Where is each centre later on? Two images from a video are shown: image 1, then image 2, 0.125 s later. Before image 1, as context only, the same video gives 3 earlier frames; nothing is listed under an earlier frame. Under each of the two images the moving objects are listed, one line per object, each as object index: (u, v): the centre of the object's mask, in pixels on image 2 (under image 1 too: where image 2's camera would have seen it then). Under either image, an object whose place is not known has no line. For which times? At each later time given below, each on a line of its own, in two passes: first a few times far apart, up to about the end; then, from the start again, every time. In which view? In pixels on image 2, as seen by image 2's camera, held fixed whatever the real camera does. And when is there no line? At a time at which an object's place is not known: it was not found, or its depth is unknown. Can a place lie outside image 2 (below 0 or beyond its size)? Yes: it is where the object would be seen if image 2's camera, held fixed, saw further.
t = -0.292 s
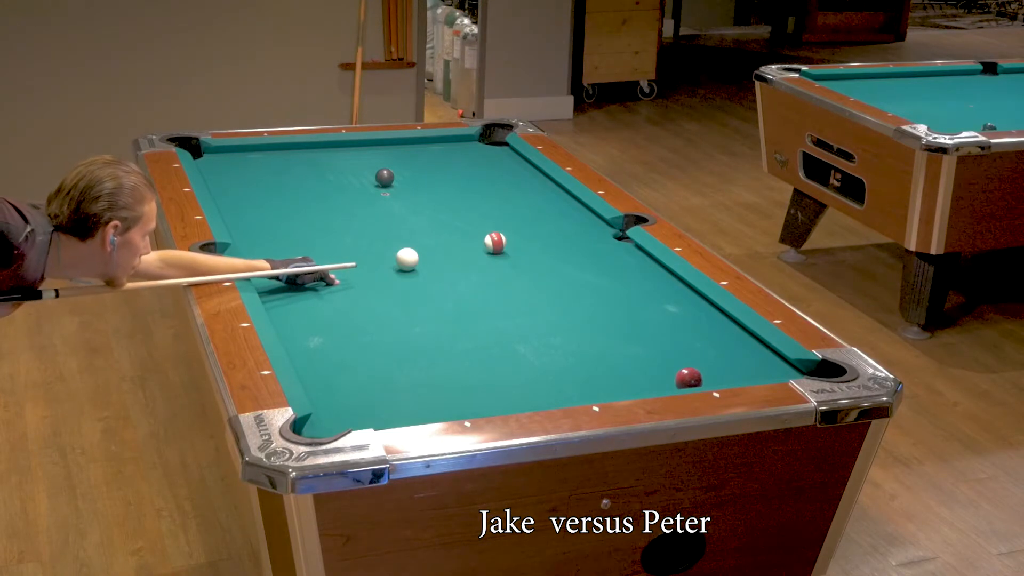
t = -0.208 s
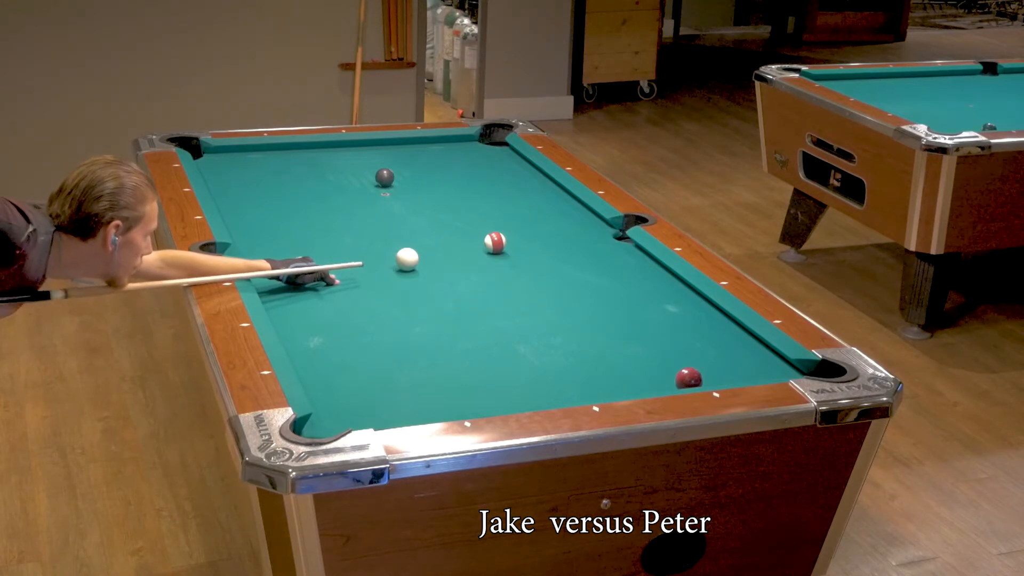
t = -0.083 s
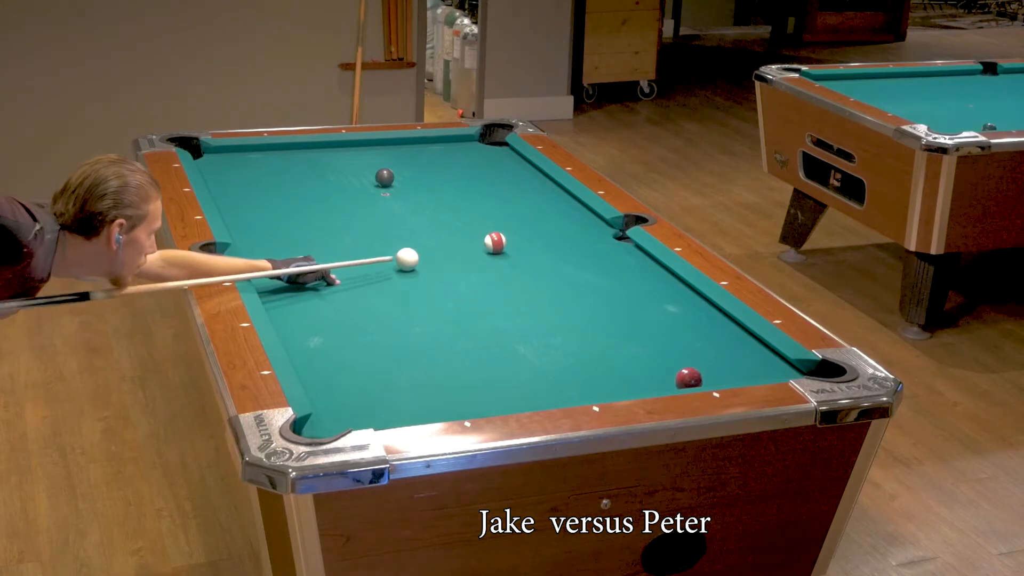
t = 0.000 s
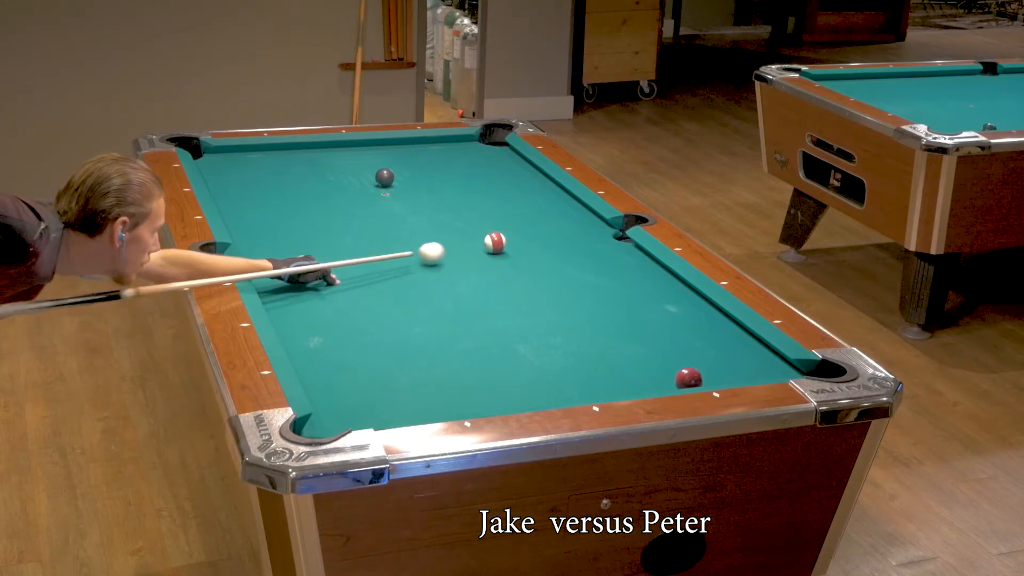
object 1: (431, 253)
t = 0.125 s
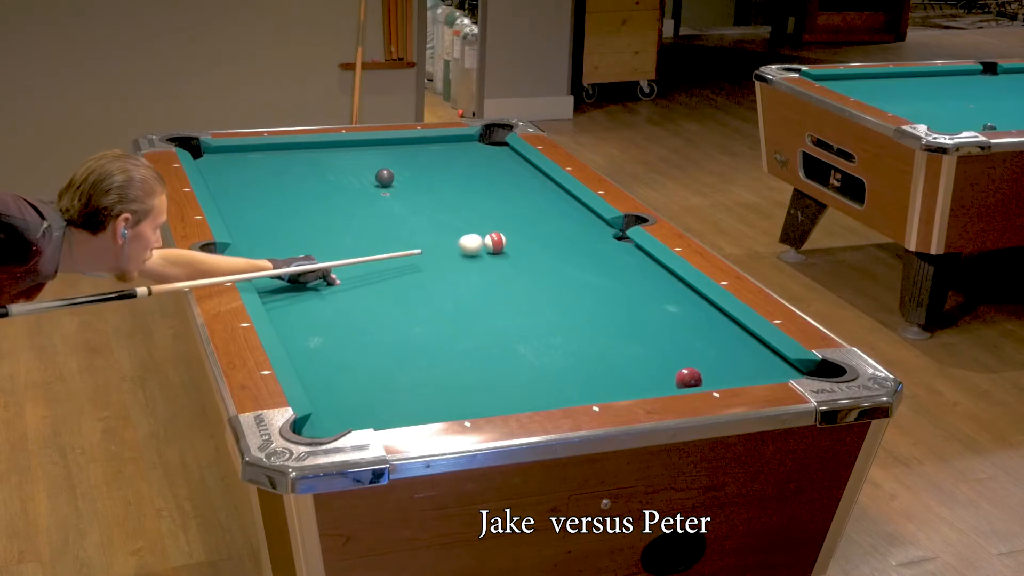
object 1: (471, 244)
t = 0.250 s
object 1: (476, 239)
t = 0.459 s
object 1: (484, 231)
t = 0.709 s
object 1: (494, 222)
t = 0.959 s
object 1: (502, 214)
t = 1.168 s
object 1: (508, 207)
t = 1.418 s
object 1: (515, 200)
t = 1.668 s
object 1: (520, 194)
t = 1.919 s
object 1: (525, 189)
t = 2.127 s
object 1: (529, 185)
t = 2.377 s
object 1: (532, 181)
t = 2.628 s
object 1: (536, 177)
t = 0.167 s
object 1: (474, 243)
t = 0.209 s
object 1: (474, 241)
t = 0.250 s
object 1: (476, 239)
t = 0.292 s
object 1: (478, 238)
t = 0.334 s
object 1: (479, 236)
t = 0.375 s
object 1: (481, 234)
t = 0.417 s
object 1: (483, 233)
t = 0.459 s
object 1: (484, 231)
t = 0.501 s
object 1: (486, 229)
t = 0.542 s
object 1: (488, 228)
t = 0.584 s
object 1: (489, 226)
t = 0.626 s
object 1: (491, 225)
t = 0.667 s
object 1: (492, 223)
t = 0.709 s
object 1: (494, 222)
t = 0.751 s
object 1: (495, 220)
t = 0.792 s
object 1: (497, 219)
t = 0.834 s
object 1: (498, 217)
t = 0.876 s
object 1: (500, 216)
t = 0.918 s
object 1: (501, 215)
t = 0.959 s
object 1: (502, 214)
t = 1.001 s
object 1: (503, 212)
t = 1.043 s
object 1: (505, 211)
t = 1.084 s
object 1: (506, 210)
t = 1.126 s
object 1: (507, 208)
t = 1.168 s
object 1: (508, 207)
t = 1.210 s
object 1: (509, 206)
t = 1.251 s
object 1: (510, 205)
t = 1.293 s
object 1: (512, 204)
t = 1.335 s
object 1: (513, 203)
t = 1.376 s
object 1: (514, 202)
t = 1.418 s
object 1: (515, 200)
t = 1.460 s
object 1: (516, 199)
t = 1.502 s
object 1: (517, 198)
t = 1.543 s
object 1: (518, 197)
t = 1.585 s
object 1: (518, 196)
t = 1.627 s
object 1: (519, 195)
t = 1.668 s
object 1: (520, 194)
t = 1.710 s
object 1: (521, 193)
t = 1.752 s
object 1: (522, 193)
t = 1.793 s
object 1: (523, 192)
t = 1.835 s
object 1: (523, 191)
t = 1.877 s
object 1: (524, 190)
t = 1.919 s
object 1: (525, 189)
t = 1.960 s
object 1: (526, 188)
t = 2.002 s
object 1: (526, 187)
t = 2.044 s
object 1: (527, 187)
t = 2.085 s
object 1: (528, 186)
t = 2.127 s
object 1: (529, 185)
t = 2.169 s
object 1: (529, 184)
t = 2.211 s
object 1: (530, 184)
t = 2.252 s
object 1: (531, 183)
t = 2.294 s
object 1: (531, 182)
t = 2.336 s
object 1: (532, 181)
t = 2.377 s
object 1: (532, 181)
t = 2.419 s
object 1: (533, 180)
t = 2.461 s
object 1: (533, 179)
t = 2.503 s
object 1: (534, 179)
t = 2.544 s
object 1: (535, 178)
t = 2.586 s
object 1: (535, 178)
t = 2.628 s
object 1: (536, 177)
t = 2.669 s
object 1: (536, 176)
